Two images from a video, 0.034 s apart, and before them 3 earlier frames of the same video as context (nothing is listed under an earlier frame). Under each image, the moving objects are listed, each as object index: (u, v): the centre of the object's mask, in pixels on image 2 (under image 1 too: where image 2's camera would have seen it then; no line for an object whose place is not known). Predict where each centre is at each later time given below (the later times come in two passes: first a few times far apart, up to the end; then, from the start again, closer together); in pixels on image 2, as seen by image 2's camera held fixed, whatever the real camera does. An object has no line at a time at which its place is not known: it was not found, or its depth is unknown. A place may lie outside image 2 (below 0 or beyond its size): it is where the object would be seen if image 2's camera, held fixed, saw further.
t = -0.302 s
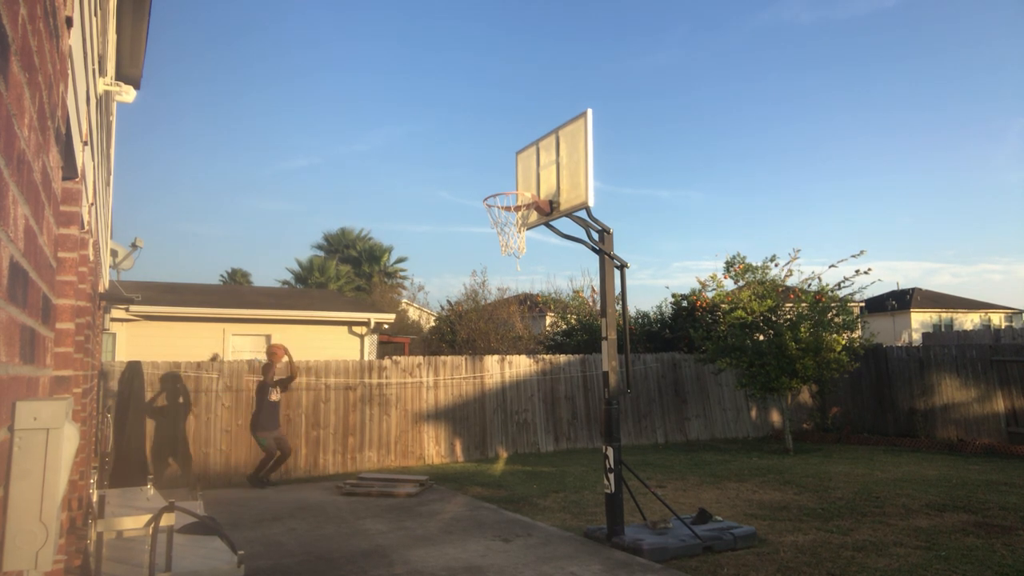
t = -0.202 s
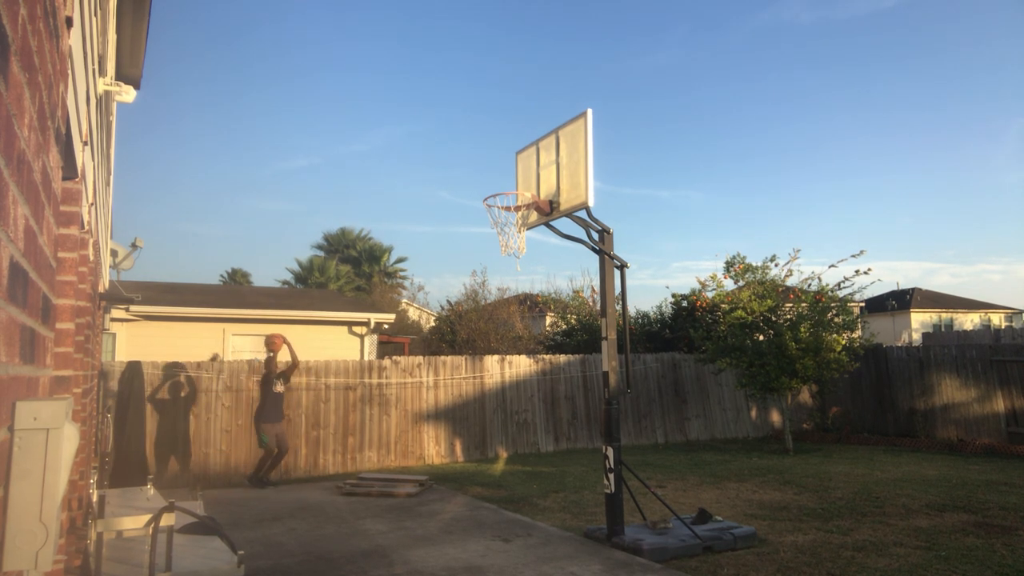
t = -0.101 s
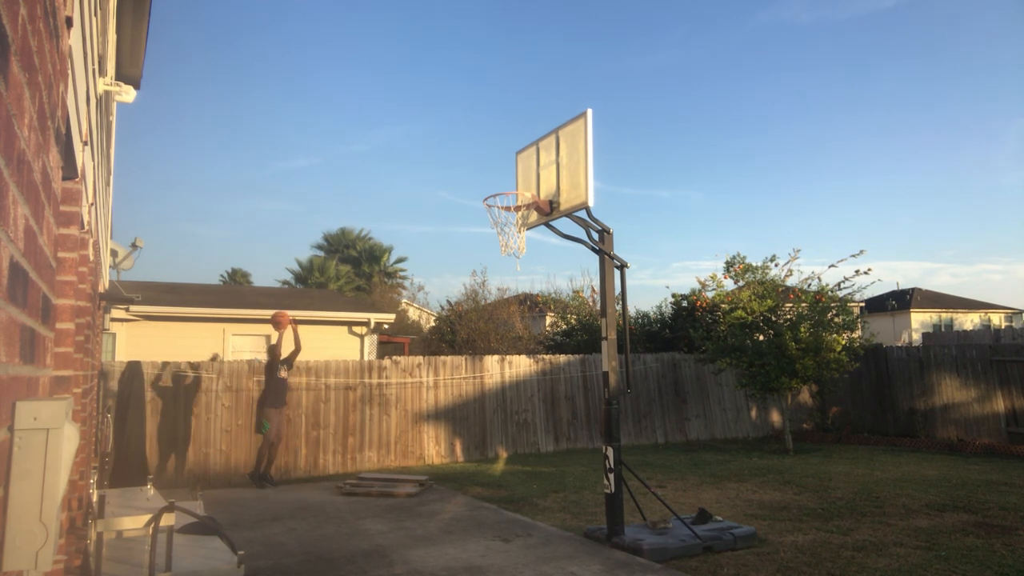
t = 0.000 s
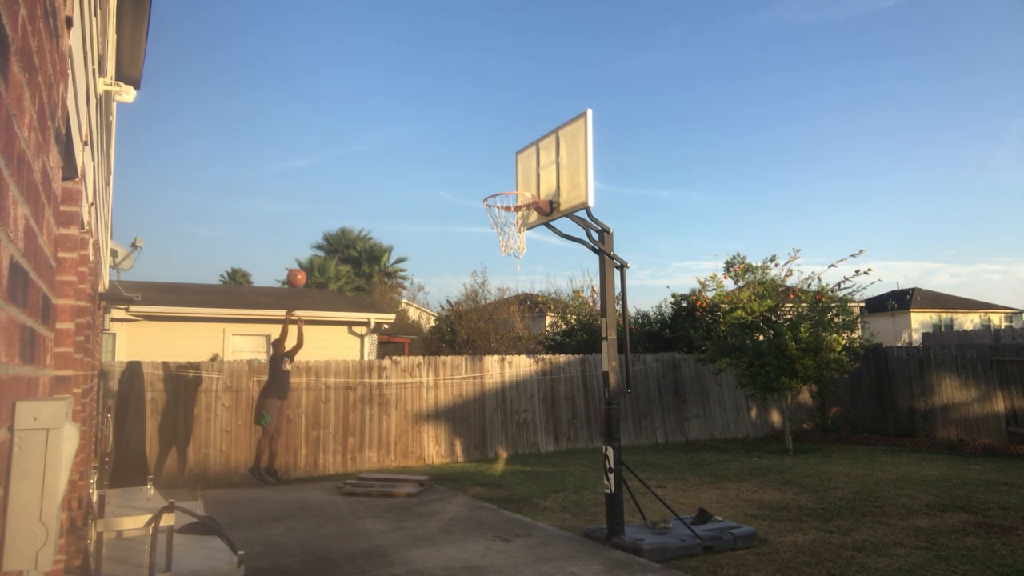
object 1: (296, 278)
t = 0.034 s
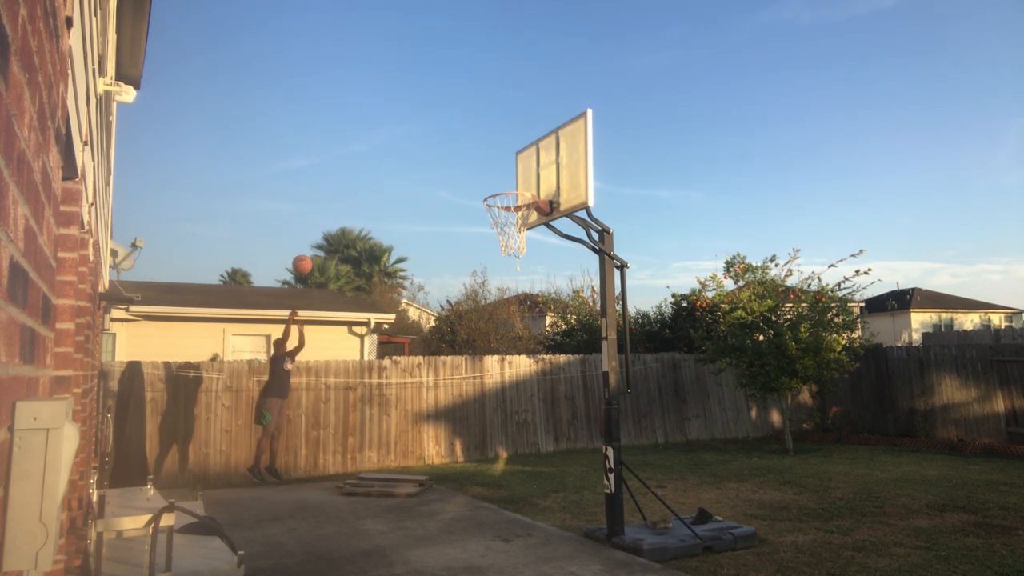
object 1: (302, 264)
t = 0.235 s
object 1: (340, 196)
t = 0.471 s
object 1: (391, 152)
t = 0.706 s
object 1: (453, 152)
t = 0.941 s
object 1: (522, 213)
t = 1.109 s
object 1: (530, 268)
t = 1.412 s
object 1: (544, 438)
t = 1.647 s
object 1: (542, 471)
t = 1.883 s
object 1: (523, 365)
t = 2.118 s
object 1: (508, 329)
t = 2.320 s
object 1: (497, 345)
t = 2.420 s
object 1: (491, 366)
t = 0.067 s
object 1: (308, 251)
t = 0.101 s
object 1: (314, 239)
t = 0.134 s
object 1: (320, 227)
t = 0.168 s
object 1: (327, 216)
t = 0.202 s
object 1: (333, 206)
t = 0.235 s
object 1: (340, 196)
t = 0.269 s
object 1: (347, 188)
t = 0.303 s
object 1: (354, 180)
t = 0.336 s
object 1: (361, 172)
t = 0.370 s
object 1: (368, 166)
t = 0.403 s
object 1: (376, 160)
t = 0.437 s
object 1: (383, 155)
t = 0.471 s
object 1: (391, 152)
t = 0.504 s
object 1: (399, 149)
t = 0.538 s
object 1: (407, 147)
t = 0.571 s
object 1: (416, 145)
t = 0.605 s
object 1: (425, 145)
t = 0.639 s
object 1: (434, 146)
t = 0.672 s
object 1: (443, 149)
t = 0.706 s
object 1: (453, 152)
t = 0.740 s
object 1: (462, 157)
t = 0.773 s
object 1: (472, 163)
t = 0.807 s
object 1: (483, 170)
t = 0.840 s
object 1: (493, 179)
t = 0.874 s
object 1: (504, 188)
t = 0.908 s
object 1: (514, 200)
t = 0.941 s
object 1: (522, 213)
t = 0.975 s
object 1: (525, 224)
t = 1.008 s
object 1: (527, 234)
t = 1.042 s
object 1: (528, 243)
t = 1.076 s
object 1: (529, 255)
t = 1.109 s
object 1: (530, 268)
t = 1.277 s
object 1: (538, 350)
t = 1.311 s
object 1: (539, 370)
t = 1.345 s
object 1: (541, 391)
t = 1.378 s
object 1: (542, 414)
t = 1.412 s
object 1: (544, 438)
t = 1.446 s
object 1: (546, 464)
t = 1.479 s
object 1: (548, 490)
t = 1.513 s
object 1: (550, 518)
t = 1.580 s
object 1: (548, 518)
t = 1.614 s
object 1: (545, 494)
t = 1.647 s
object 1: (542, 471)
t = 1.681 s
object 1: (539, 451)
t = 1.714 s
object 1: (536, 432)
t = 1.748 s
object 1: (533, 415)
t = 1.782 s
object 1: (531, 400)
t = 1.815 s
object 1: (528, 387)
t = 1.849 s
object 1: (525, 375)
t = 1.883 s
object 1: (523, 365)
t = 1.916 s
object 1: (521, 356)
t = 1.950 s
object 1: (520, 348)
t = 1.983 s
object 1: (517, 342)
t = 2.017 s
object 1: (515, 337)
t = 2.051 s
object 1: (512, 333)
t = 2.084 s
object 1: (511, 330)
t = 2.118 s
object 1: (508, 329)
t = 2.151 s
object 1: (506, 329)
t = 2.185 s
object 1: (504, 330)
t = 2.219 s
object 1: (502, 332)
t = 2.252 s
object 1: (501, 335)
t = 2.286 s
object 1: (500, 339)
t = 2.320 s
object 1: (497, 345)
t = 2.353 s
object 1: (494, 351)
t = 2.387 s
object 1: (492, 358)
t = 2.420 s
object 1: (491, 366)
